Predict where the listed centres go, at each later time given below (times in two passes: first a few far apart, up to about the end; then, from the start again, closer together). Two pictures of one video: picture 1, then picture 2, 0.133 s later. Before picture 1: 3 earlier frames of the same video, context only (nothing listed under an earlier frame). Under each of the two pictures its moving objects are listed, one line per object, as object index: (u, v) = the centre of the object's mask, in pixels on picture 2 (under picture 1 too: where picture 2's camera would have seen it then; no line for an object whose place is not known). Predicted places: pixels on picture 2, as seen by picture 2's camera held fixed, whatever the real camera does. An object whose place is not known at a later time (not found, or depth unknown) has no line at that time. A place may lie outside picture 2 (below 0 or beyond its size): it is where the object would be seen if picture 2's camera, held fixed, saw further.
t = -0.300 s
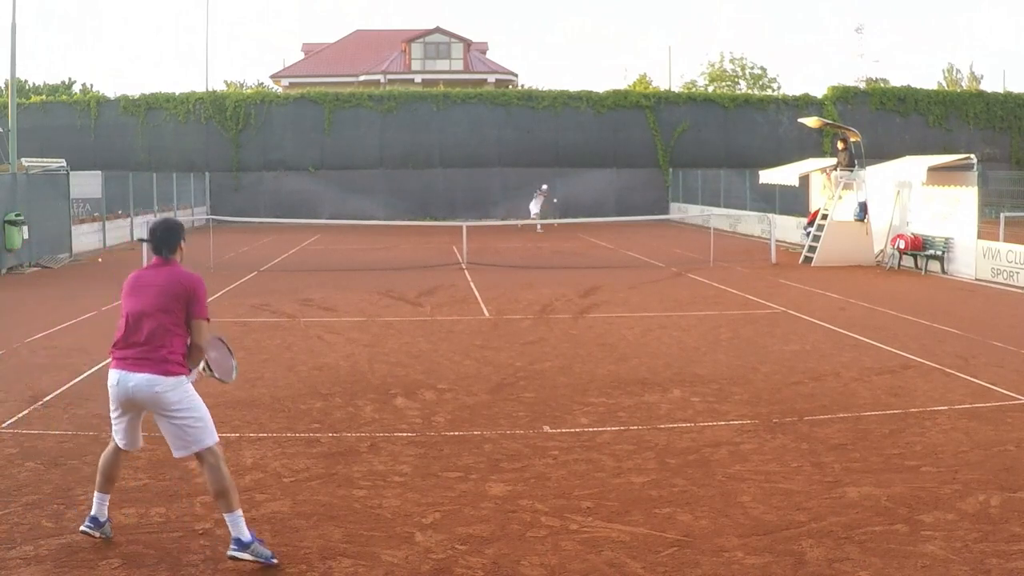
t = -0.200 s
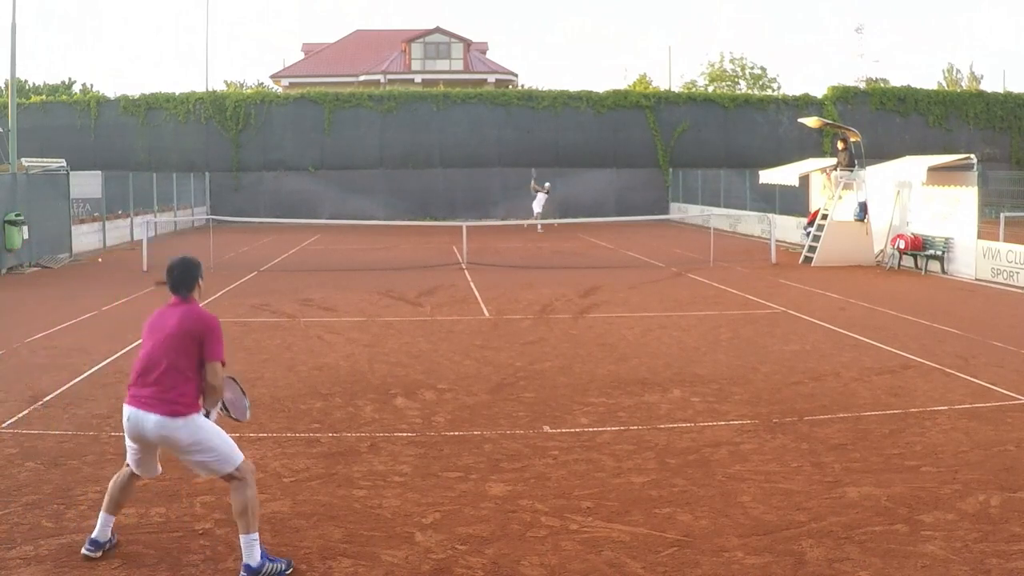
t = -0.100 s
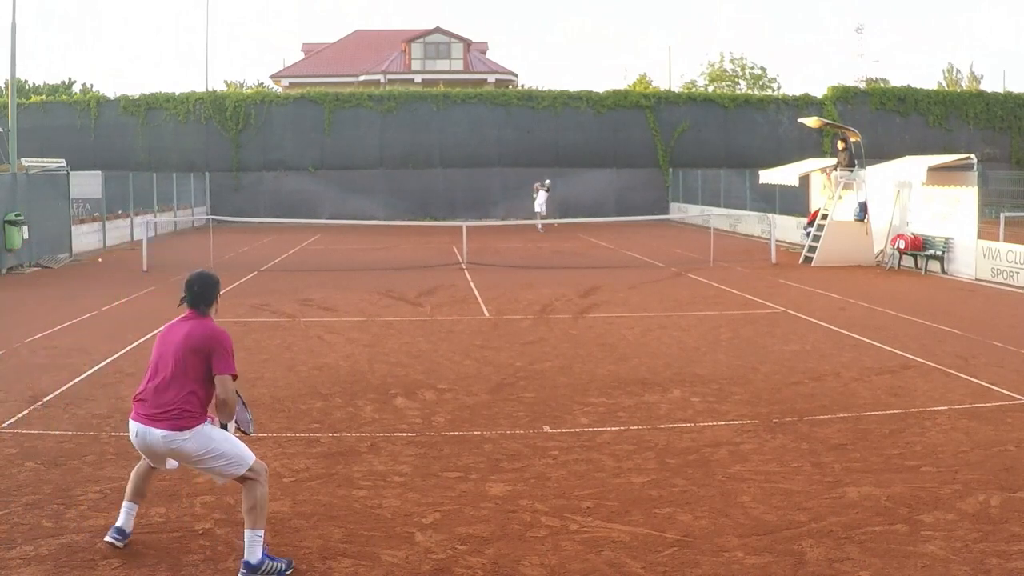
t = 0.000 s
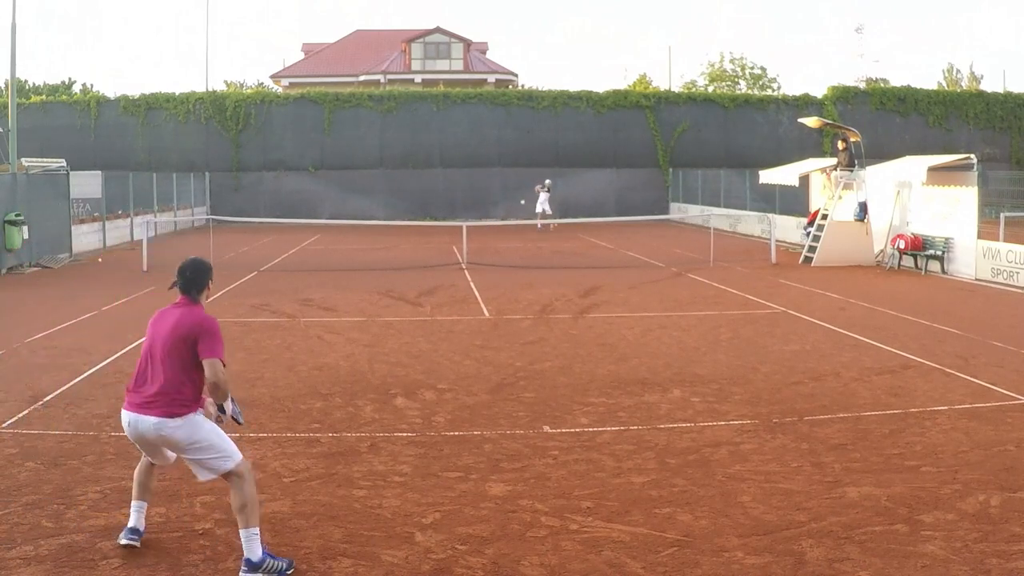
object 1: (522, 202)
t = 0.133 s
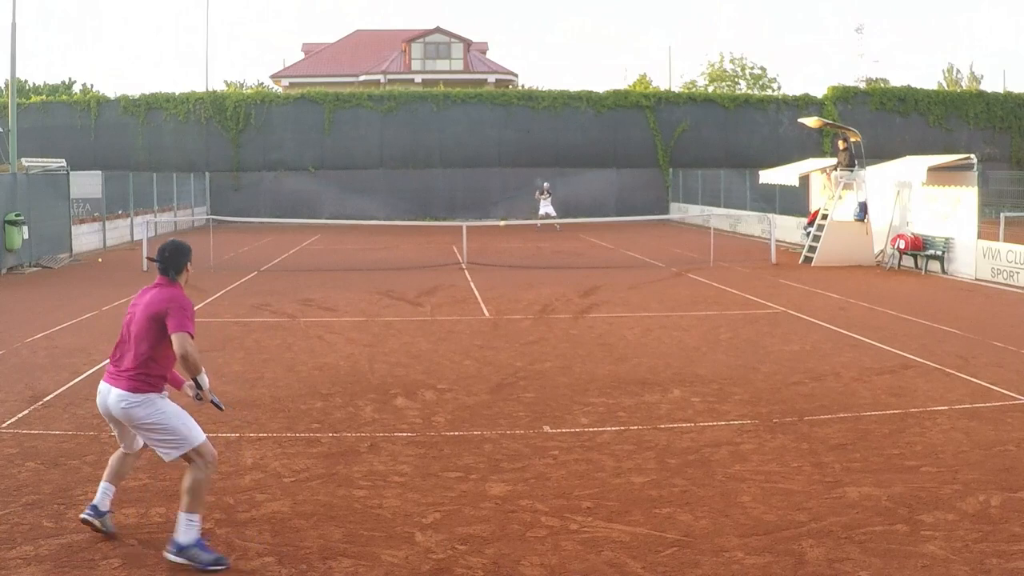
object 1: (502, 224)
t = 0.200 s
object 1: (490, 242)
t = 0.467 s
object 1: (430, 281)
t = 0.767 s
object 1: (332, 266)
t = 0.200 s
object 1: (490, 242)
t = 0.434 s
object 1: (438, 287)
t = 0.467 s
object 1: (430, 281)
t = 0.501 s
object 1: (421, 275)
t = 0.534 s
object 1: (413, 271)
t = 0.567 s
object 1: (404, 266)
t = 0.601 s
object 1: (394, 264)
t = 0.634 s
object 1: (383, 261)
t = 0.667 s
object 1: (371, 260)
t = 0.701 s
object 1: (359, 261)
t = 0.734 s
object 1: (346, 263)
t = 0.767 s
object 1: (332, 266)
